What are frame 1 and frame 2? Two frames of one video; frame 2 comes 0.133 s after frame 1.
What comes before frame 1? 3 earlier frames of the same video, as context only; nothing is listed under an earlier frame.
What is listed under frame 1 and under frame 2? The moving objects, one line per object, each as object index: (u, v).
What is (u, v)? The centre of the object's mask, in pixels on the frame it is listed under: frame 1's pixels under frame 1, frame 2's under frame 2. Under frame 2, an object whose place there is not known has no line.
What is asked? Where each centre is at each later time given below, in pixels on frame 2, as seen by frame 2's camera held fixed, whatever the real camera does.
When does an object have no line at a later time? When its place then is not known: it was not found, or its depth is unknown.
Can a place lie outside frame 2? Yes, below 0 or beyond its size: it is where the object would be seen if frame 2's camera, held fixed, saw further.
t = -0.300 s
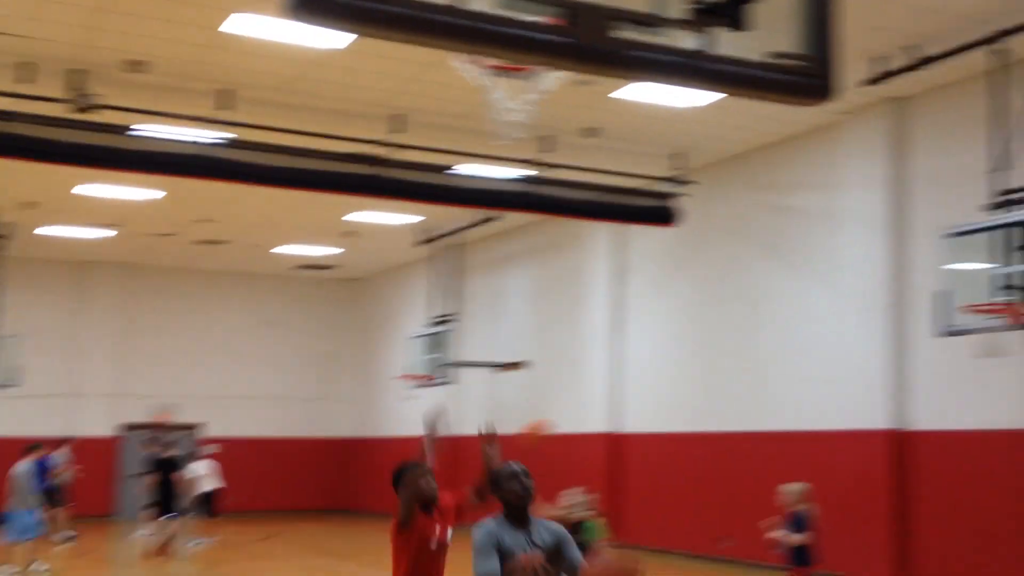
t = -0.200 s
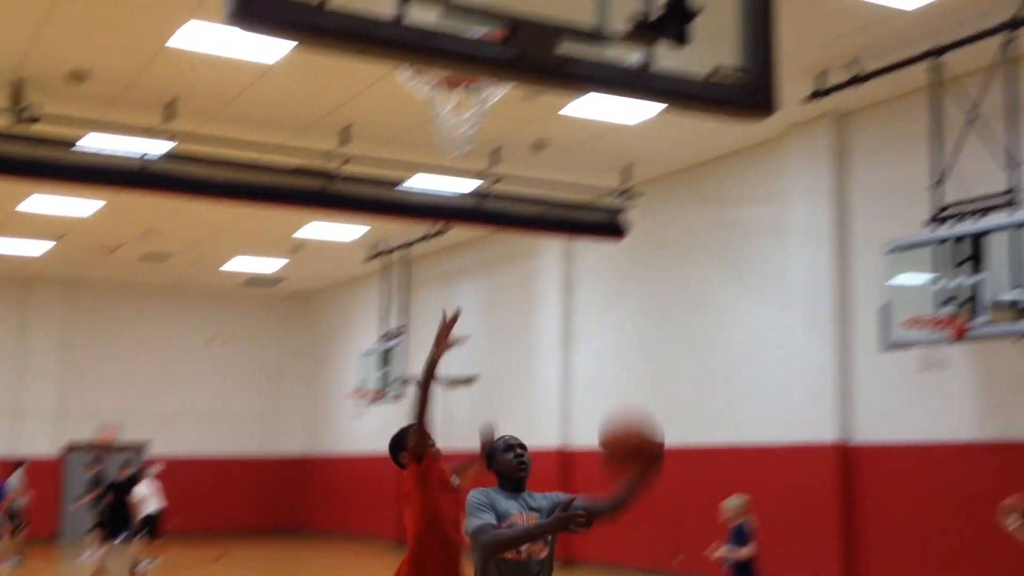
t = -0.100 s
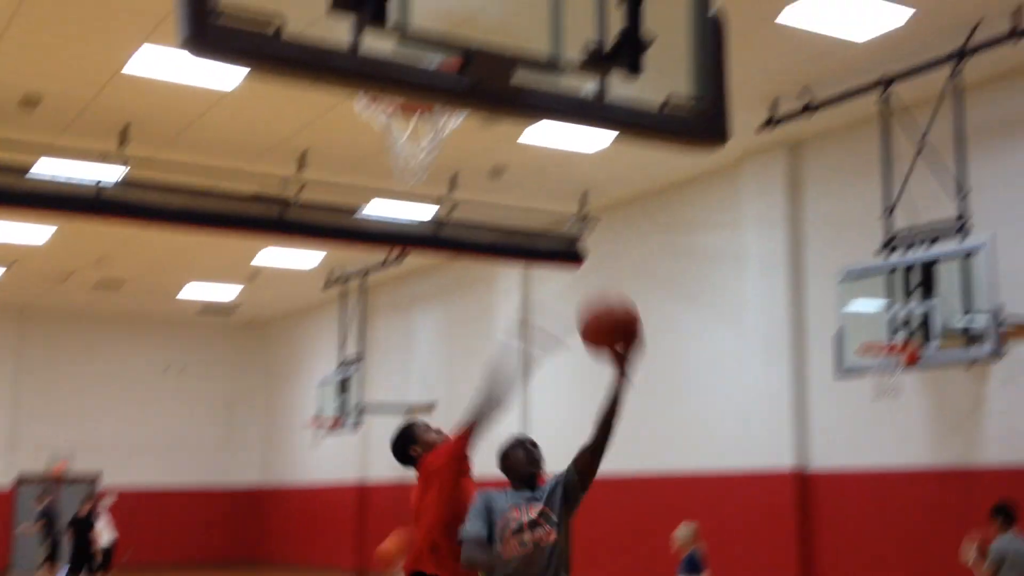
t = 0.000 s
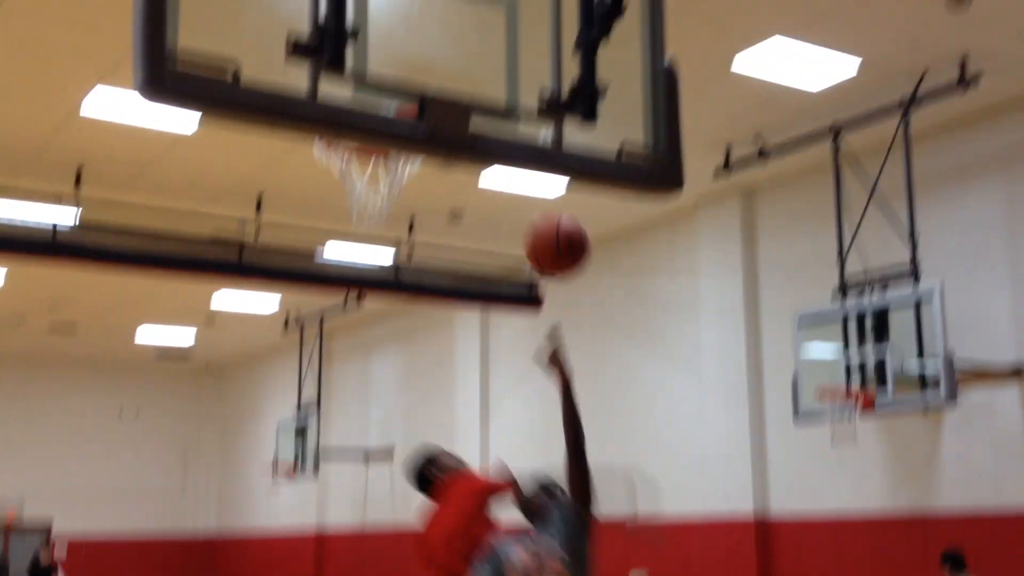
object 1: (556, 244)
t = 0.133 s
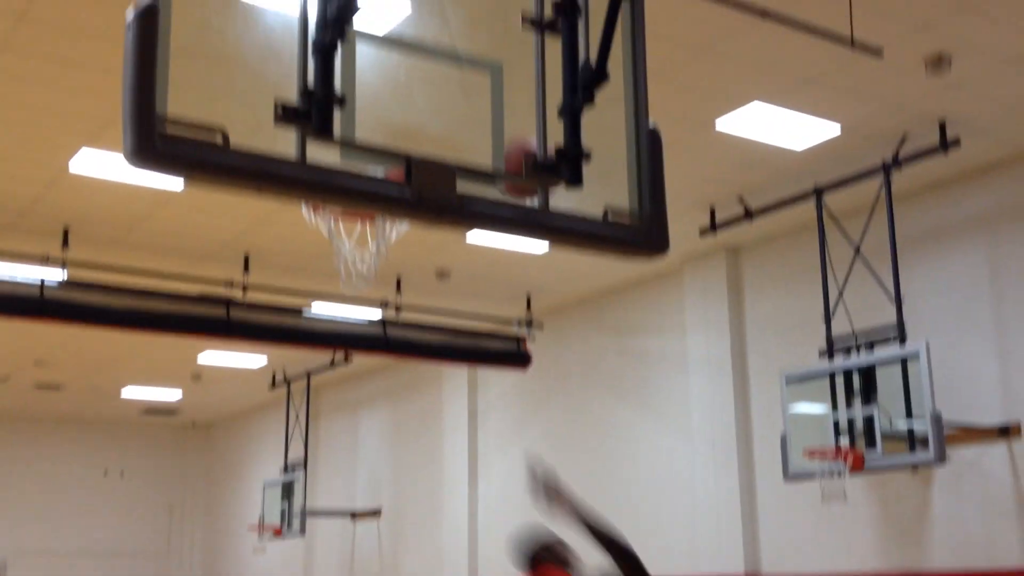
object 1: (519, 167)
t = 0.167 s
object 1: (518, 135)
